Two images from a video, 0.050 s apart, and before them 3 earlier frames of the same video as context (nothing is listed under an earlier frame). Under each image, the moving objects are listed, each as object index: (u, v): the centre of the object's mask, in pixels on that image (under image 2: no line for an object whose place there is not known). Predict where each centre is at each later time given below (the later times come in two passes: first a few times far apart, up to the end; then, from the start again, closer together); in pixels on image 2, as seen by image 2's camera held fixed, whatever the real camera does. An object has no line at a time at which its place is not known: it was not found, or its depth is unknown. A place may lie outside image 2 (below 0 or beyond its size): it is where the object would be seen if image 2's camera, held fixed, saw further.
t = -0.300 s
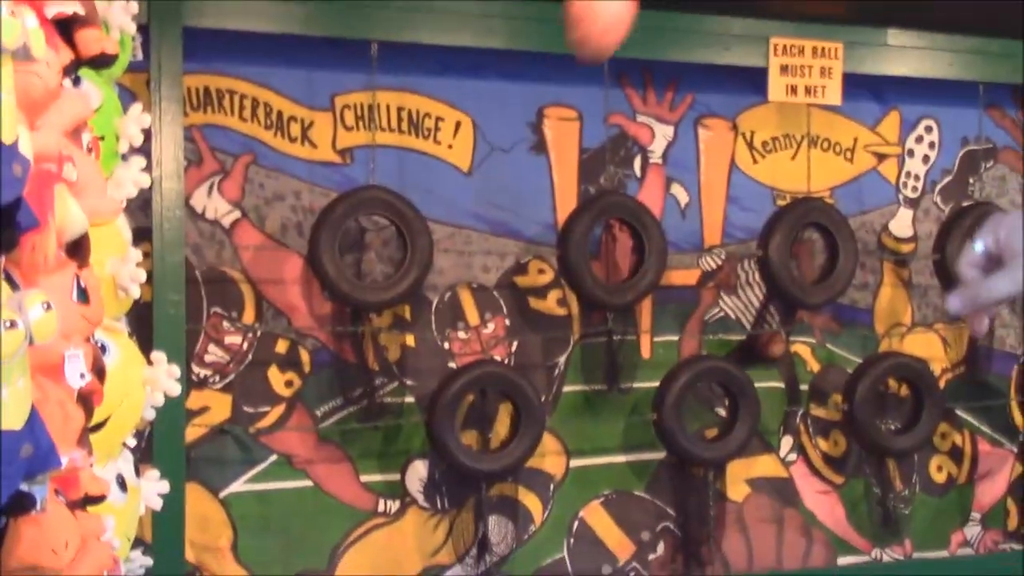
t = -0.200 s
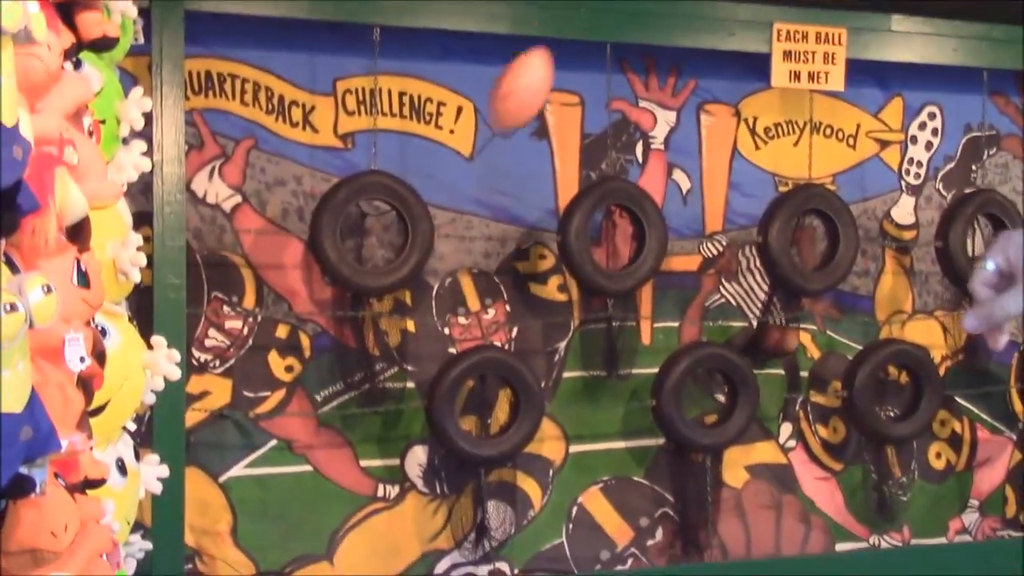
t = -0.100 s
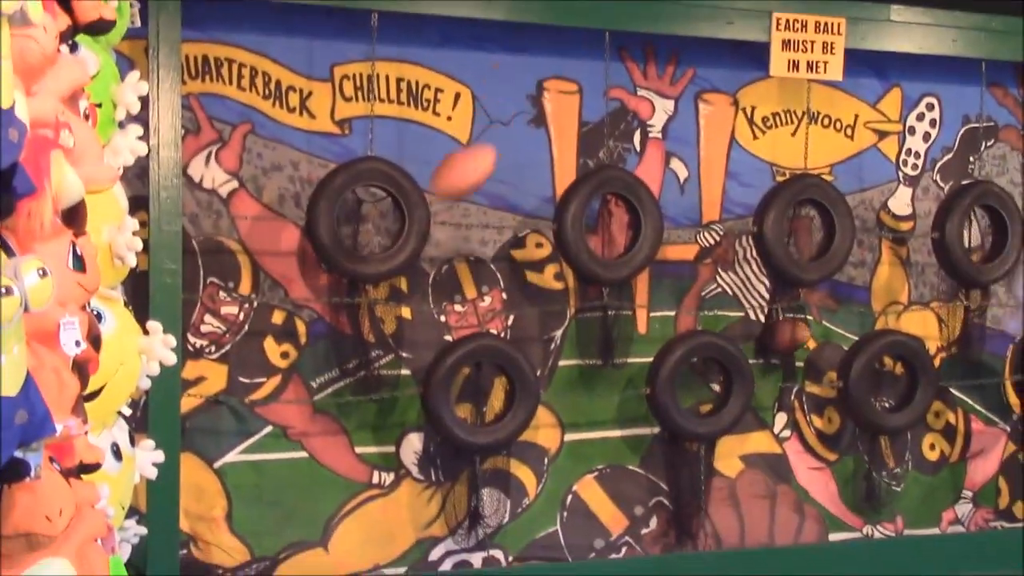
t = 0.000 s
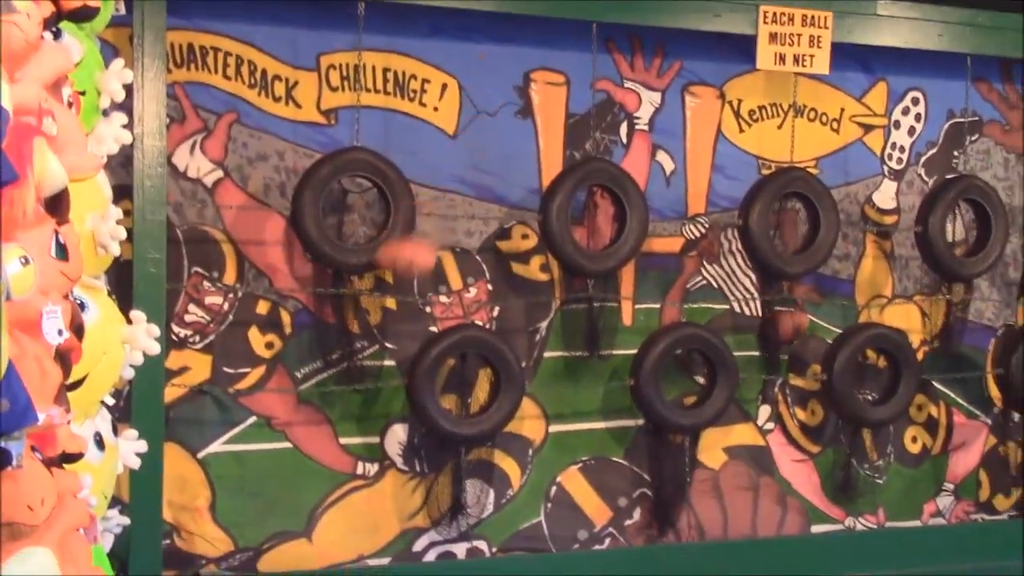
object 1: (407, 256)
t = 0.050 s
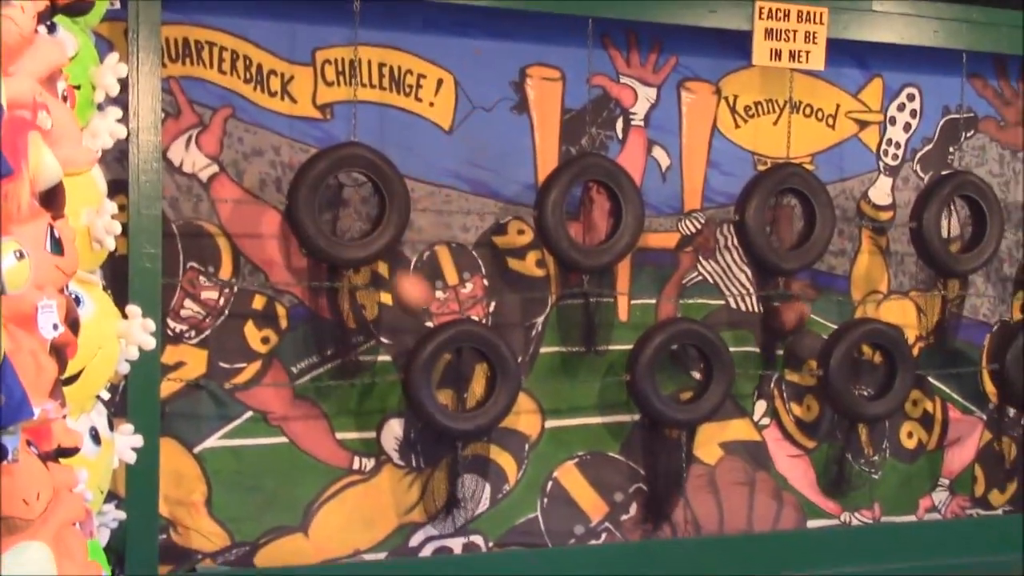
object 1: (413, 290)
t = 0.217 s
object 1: (479, 400)
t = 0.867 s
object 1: (668, 404)
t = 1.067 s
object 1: (711, 450)
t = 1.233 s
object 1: (740, 568)
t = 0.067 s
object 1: (419, 305)
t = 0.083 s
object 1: (428, 321)
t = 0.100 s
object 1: (434, 335)
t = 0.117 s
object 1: (439, 338)
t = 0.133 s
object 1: (447, 344)
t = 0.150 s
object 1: (454, 354)
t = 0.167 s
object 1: (460, 366)
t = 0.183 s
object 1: (467, 378)
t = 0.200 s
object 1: (472, 389)
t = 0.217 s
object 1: (479, 400)
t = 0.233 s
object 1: (486, 415)
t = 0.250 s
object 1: (495, 428)
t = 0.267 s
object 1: (502, 442)
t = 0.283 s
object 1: (510, 458)
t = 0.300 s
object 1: (518, 475)
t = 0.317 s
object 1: (525, 493)
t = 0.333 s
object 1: (532, 512)
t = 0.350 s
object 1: (540, 532)
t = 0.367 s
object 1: (544, 548)
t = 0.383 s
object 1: (553, 568)
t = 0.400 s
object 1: (563, 594)
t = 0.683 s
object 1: (631, 445)
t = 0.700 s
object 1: (634, 440)
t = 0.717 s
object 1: (637, 432)
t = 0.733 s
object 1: (641, 426)
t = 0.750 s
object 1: (645, 421)
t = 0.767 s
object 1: (648, 416)
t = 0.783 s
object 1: (652, 412)
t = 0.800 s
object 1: (656, 409)
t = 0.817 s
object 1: (659, 407)
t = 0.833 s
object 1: (662, 406)
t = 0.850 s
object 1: (666, 404)
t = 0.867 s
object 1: (668, 404)
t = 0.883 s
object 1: (673, 404)
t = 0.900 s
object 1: (676, 405)
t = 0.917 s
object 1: (679, 407)
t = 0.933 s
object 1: (683, 408)
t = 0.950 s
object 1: (686, 411)
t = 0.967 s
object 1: (689, 415)
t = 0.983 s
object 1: (693, 419)
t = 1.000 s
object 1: (696, 425)
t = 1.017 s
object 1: (700, 430)
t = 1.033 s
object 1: (702, 436)
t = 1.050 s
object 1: (707, 442)
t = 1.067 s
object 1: (711, 450)
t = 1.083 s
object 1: (714, 459)
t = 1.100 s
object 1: (717, 469)
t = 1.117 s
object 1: (720, 481)
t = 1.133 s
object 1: (723, 494)
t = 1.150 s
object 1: (725, 502)
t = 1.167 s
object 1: (729, 513)
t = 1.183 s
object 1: (731, 528)
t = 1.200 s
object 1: (734, 542)
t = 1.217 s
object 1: (737, 554)
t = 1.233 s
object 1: (740, 568)
